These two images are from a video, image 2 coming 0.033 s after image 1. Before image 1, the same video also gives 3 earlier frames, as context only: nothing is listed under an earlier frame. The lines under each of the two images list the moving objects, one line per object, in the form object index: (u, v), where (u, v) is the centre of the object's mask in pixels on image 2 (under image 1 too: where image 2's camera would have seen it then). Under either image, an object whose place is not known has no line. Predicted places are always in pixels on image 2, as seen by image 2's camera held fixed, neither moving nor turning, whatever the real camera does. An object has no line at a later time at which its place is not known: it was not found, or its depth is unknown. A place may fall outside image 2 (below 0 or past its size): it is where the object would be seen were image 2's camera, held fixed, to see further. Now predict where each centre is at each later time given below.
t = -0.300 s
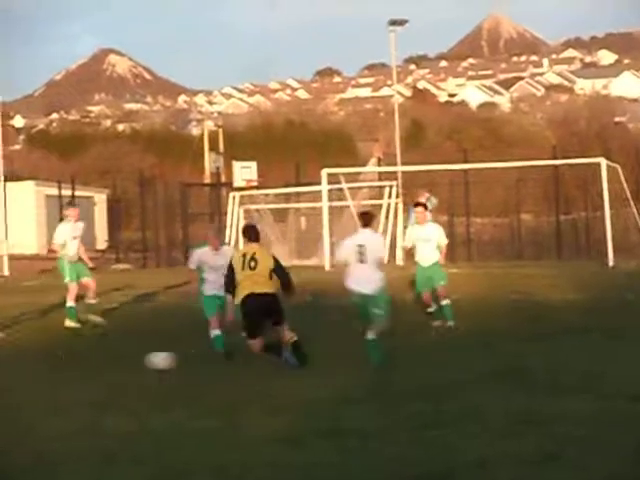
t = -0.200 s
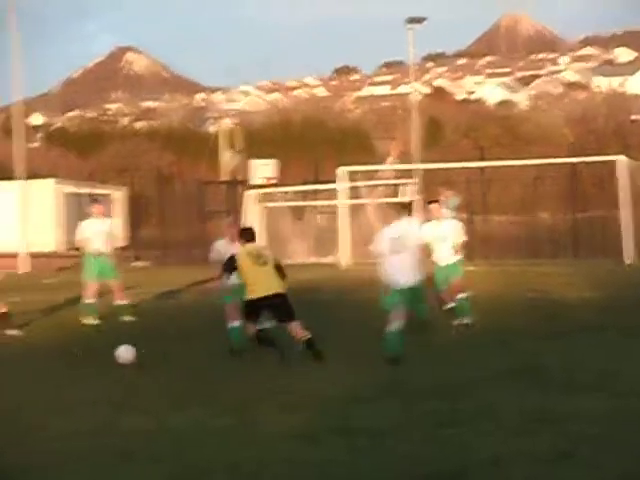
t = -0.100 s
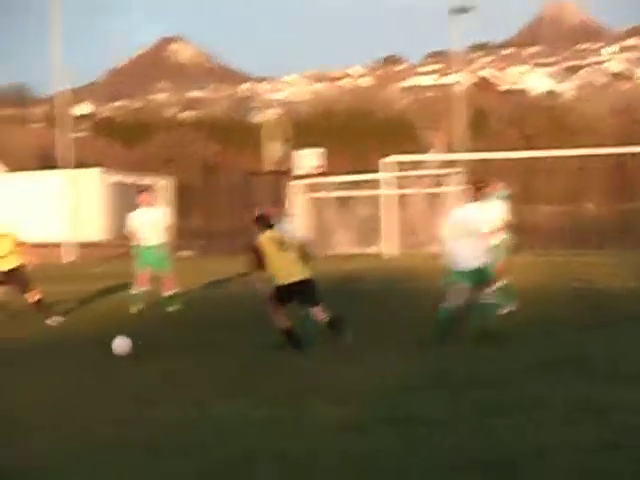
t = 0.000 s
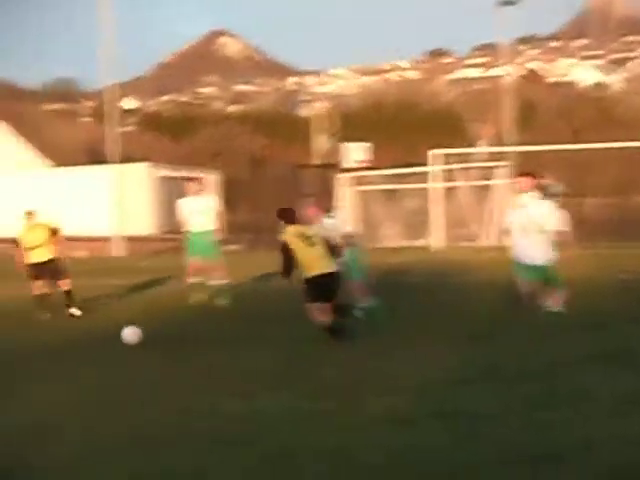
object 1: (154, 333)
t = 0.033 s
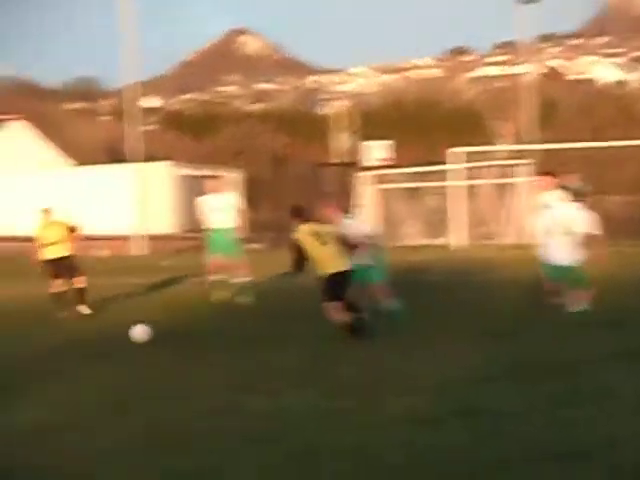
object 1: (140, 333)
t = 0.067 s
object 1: (127, 334)
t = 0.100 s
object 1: (117, 336)
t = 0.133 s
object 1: (104, 340)
